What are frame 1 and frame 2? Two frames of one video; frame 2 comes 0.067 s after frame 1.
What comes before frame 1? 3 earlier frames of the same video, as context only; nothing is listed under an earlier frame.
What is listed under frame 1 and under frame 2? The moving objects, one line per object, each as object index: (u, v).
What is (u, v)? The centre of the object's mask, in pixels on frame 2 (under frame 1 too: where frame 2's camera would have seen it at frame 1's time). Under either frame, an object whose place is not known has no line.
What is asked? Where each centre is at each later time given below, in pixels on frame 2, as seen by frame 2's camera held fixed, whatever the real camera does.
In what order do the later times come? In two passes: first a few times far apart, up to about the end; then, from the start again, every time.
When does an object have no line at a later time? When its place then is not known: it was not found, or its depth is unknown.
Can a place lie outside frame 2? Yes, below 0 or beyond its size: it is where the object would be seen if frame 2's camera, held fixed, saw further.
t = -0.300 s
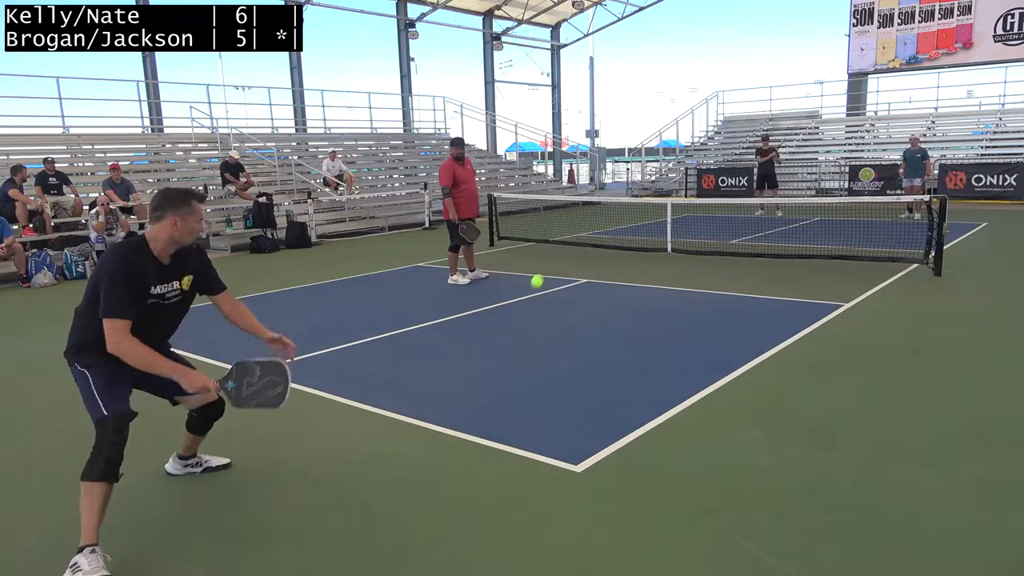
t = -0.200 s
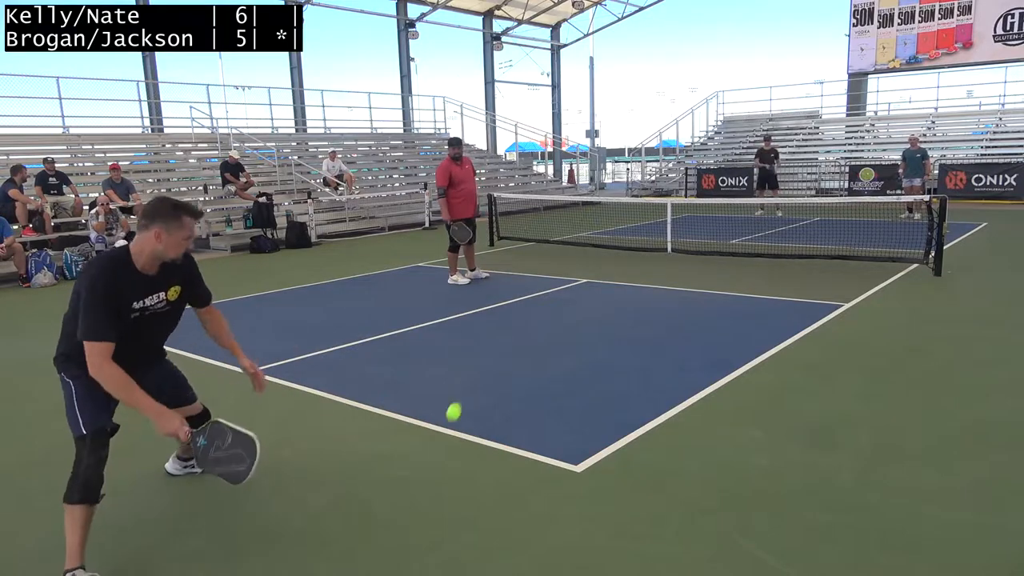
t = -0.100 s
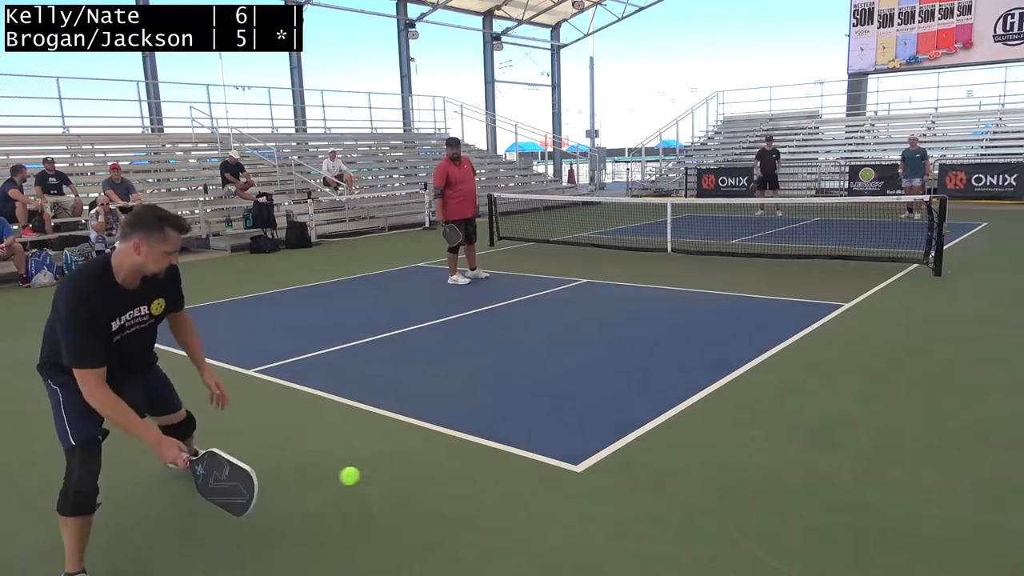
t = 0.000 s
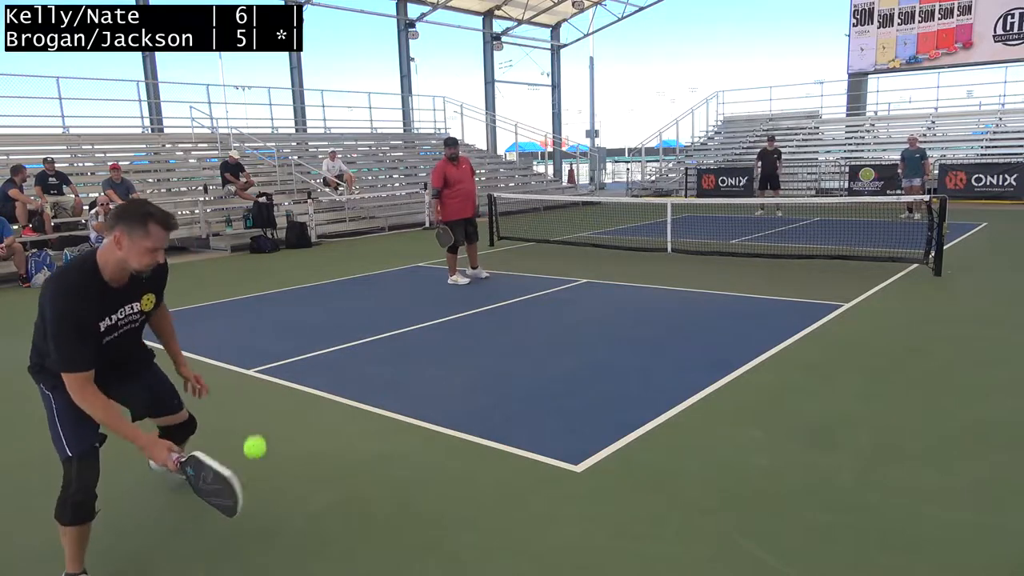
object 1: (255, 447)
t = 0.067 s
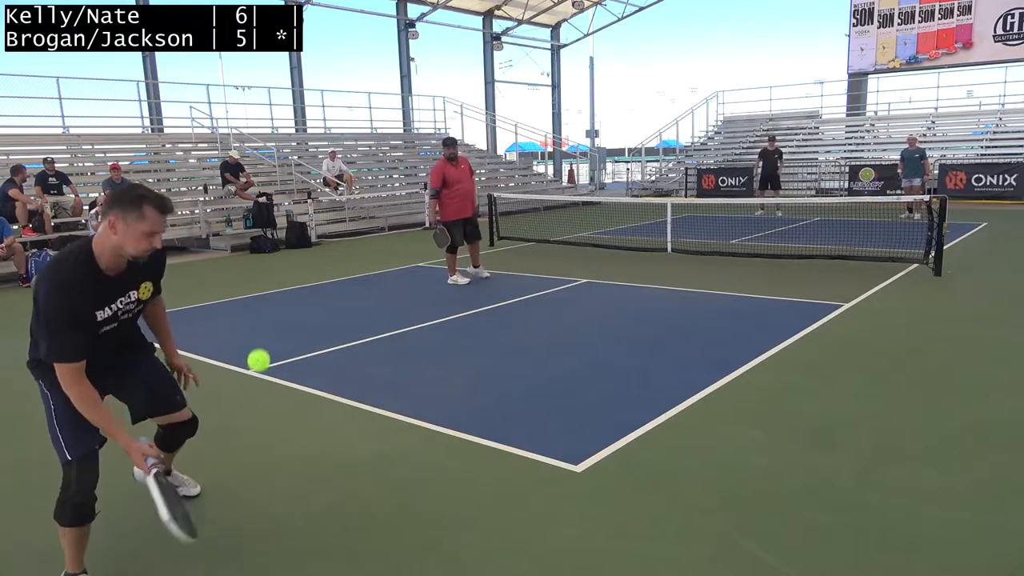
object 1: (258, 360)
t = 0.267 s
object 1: (275, 178)
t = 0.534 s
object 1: (307, 117)
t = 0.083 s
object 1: (259, 341)
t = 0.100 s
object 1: (261, 322)
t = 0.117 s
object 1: (262, 304)
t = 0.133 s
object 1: (263, 287)
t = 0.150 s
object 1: (264, 271)
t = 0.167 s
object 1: (266, 255)
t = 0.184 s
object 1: (267, 241)
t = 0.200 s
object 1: (269, 227)
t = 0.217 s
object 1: (270, 214)
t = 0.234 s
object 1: (272, 202)
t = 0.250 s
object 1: (273, 190)
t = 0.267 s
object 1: (275, 178)
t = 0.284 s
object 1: (277, 169)
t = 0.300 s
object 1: (279, 160)
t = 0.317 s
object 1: (280, 152)
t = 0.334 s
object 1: (282, 145)
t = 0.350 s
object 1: (284, 138)
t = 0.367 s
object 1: (286, 132)
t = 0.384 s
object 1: (288, 128)
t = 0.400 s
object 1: (290, 123)
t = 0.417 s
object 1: (291, 120)
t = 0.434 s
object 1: (294, 117)
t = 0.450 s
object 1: (296, 115)
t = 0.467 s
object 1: (298, 114)
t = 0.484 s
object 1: (300, 114)
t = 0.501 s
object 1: (303, 114)
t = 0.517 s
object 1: (305, 115)
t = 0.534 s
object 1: (307, 117)
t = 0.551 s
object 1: (310, 119)
